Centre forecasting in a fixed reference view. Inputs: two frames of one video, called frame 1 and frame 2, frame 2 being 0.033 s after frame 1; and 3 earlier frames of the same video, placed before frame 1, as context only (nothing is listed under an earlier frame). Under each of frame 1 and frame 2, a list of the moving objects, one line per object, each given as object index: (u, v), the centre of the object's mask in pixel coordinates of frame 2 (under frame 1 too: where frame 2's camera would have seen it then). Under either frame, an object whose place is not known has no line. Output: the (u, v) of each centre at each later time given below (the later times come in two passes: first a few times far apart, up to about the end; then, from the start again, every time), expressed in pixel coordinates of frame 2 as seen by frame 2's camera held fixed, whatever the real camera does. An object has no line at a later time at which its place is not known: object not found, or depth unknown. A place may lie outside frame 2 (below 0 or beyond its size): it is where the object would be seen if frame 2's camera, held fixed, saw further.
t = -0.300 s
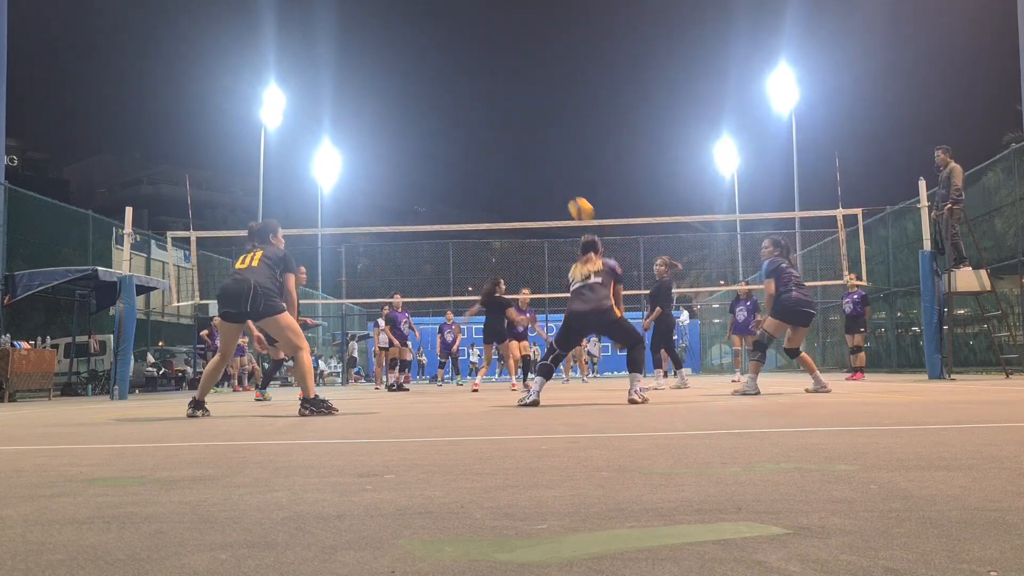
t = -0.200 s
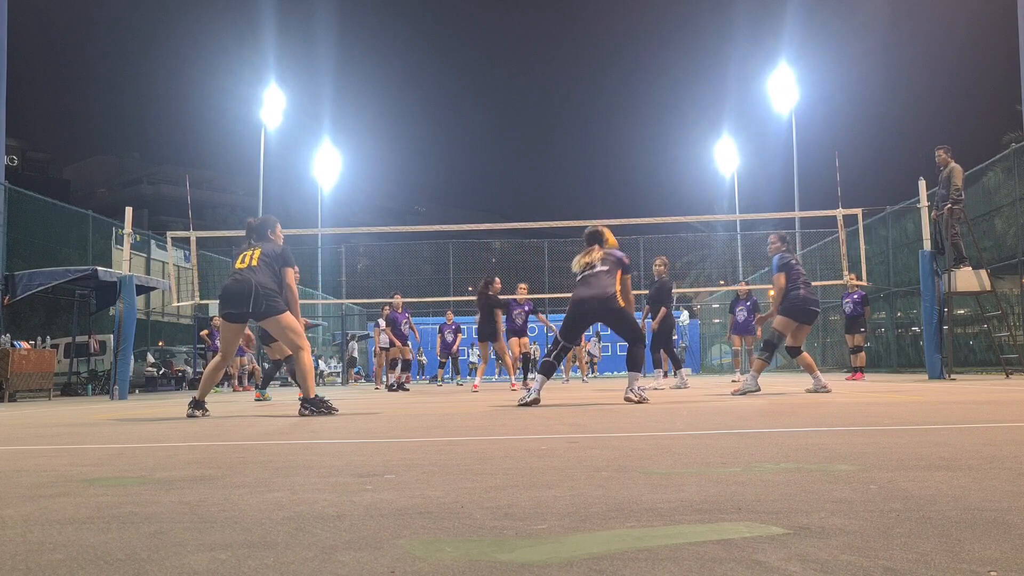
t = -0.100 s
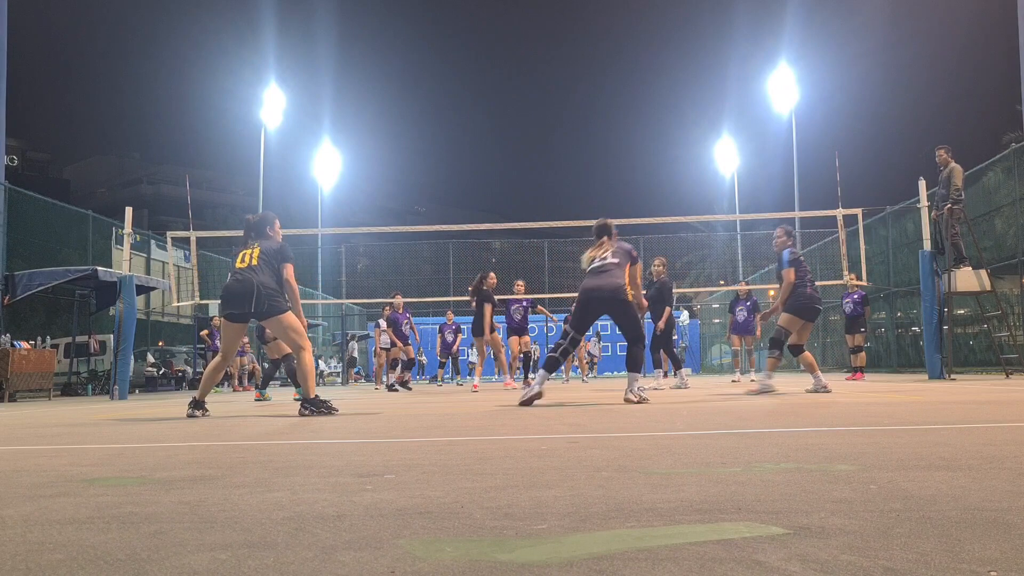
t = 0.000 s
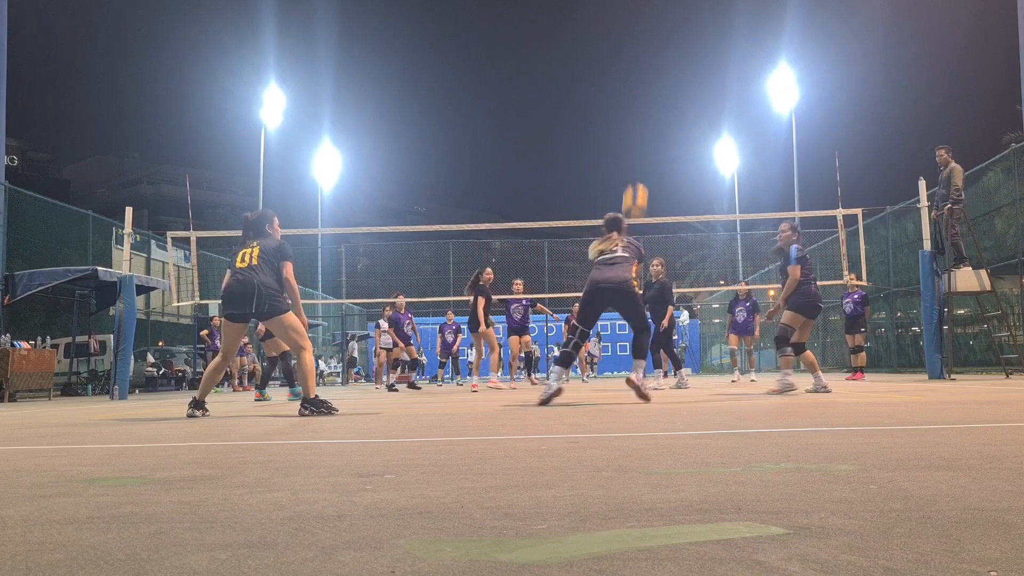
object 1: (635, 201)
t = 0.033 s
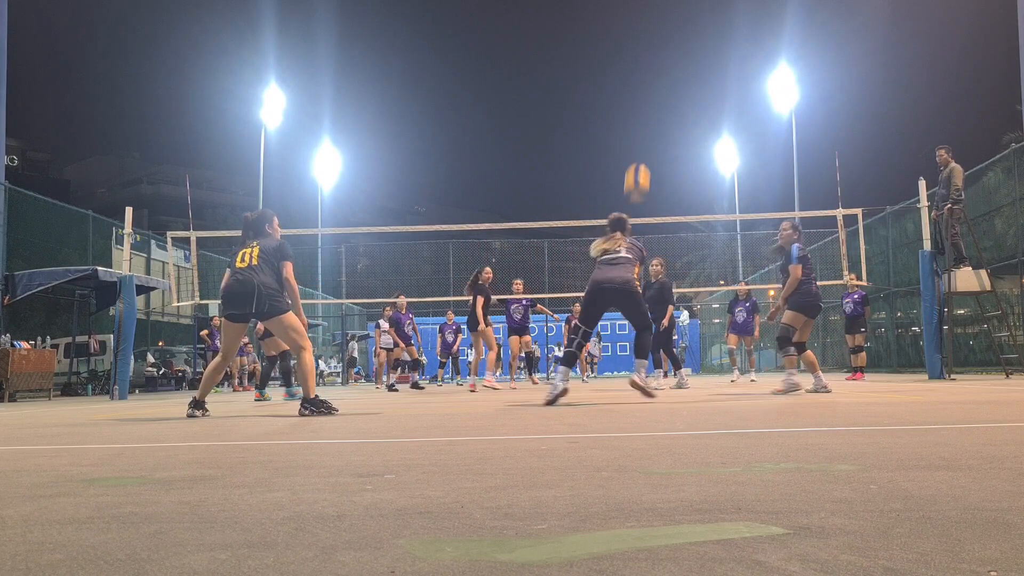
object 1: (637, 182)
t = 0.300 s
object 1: (651, 73)
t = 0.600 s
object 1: (666, 52)
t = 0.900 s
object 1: (680, 106)
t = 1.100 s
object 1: (689, 180)
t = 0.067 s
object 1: (639, 162)
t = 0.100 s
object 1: (641, 145)
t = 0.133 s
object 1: (643, 129)
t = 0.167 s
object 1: (644, 116)
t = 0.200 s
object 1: (646, 103)
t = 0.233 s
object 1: (648, 92)
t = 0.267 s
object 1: (649, 82)
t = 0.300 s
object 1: (651, 73)
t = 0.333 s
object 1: (653, 67)
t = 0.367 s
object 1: (654, 61)
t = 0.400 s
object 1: (656, 56)
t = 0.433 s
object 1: (658, 53)
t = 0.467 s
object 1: (660, 51)
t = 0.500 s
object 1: (661, 49)
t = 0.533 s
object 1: (663, 49)
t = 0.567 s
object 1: (664, 50)
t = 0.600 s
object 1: (666, 52)
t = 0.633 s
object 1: (667, 54)
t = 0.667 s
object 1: (669, 58)
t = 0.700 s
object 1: (671, 62)
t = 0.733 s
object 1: (672, 67)
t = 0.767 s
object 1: (674, 73)
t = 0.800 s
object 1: (676, 80)
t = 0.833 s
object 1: (677, 88)
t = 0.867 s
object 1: (678, 97)
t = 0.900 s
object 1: (680, 106)
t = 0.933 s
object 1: (681, 116)
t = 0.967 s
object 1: (683, 128)
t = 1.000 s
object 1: (684, 140)
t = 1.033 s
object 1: (686, 150)
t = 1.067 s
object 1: (687, 165)
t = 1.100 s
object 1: (689, 180)
